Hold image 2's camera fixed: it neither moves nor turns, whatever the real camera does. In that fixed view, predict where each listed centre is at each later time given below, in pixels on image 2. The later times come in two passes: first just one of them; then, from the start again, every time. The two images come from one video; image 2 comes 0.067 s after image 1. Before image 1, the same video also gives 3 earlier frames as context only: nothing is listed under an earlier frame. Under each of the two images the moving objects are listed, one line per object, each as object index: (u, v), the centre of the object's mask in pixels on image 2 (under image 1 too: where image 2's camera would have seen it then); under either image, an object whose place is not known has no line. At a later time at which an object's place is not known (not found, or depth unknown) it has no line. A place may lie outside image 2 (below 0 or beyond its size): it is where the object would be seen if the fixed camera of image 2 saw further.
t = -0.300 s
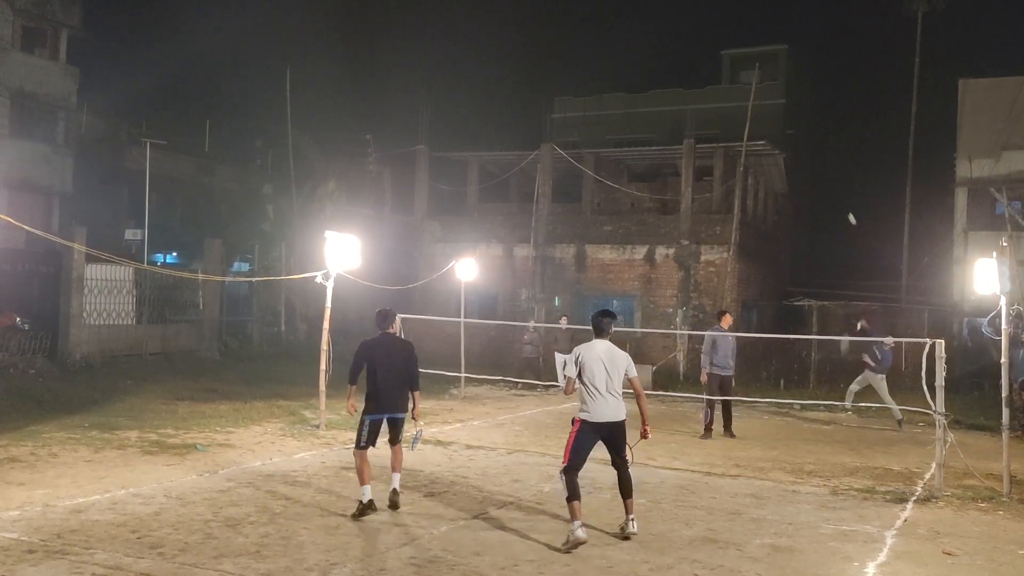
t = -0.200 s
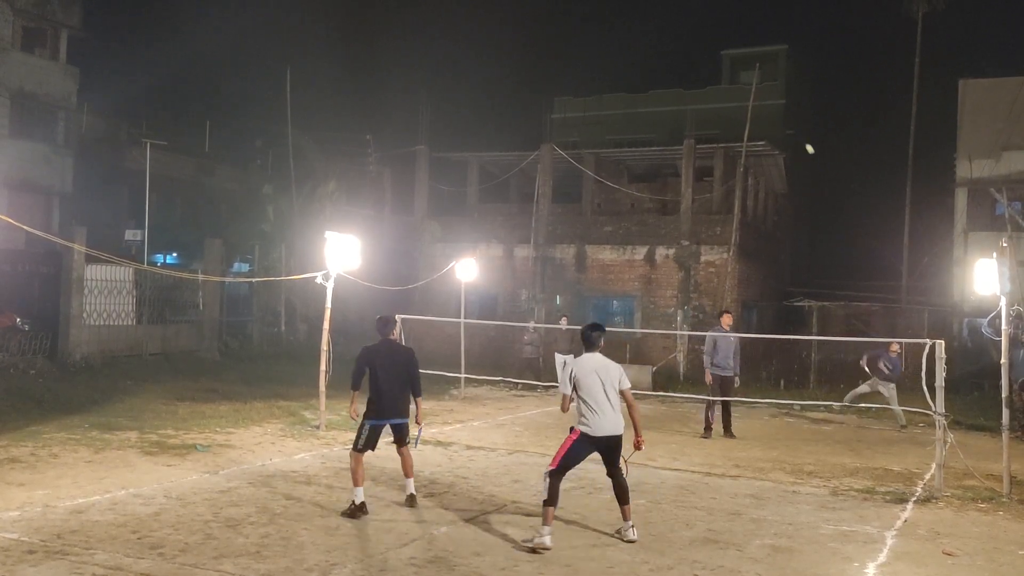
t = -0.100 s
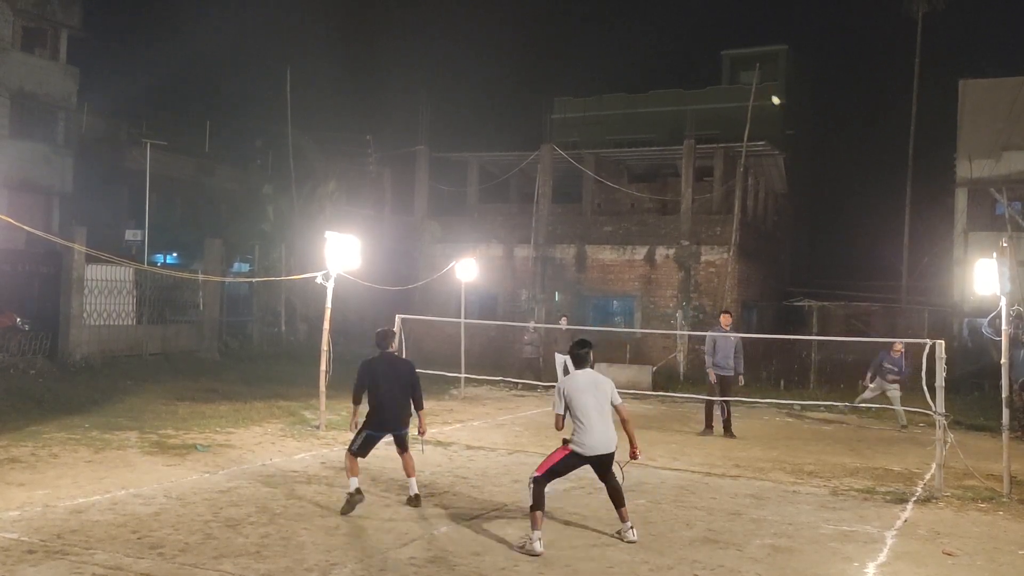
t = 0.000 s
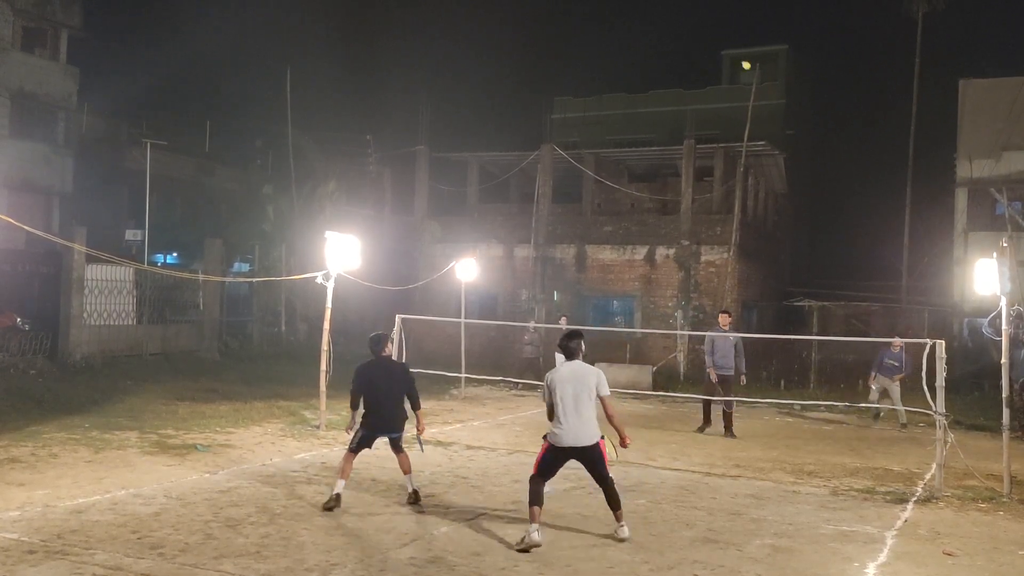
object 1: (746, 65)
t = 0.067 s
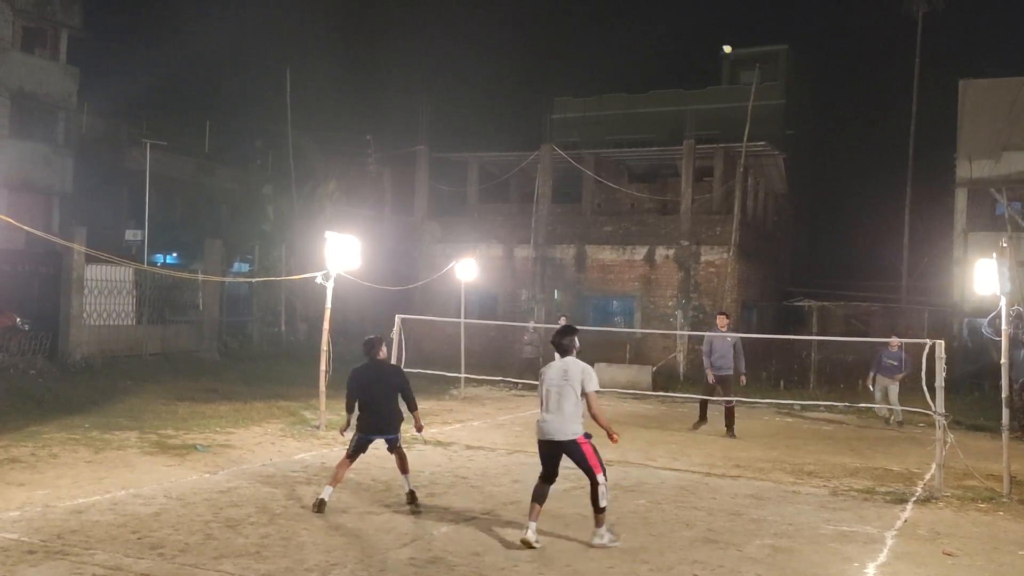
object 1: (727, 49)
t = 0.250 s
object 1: (680, 29)
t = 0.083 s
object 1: (723, 46)
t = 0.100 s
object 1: (719, 43)
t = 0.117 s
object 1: (714, 40)
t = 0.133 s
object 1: (710, 37)
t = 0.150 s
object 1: (706, 35)
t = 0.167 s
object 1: (701, 33)
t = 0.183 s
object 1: (697, 32)
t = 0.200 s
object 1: (693, 30)
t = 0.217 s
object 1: (689, 30)
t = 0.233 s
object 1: (684, 29)
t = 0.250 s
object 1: (680, 29)
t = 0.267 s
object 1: (676, 29)
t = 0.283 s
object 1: (672, 29)
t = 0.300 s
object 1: (668, 30)
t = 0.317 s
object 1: (664, 31)
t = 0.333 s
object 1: (660, 32)
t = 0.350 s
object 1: (656, 34)
